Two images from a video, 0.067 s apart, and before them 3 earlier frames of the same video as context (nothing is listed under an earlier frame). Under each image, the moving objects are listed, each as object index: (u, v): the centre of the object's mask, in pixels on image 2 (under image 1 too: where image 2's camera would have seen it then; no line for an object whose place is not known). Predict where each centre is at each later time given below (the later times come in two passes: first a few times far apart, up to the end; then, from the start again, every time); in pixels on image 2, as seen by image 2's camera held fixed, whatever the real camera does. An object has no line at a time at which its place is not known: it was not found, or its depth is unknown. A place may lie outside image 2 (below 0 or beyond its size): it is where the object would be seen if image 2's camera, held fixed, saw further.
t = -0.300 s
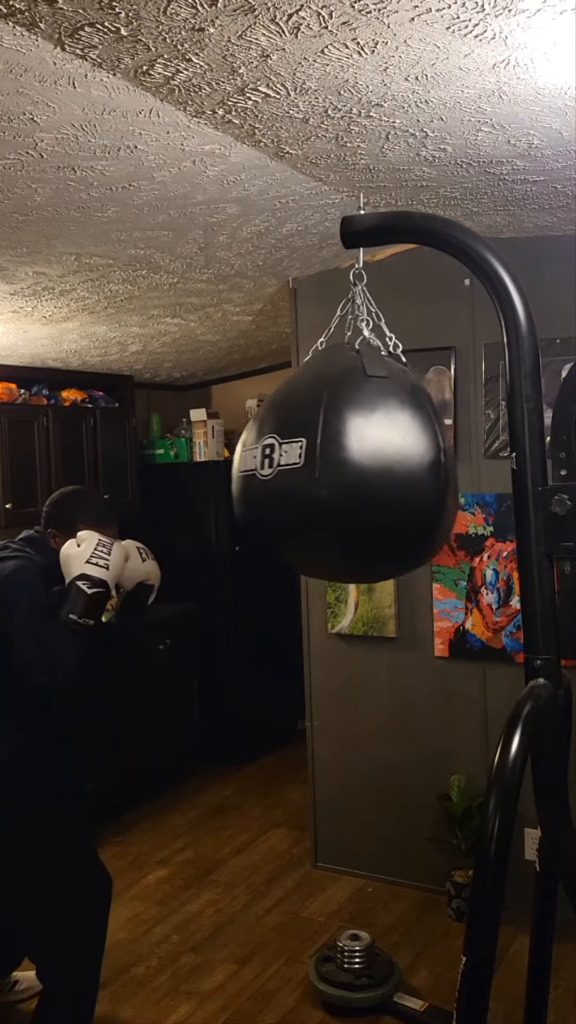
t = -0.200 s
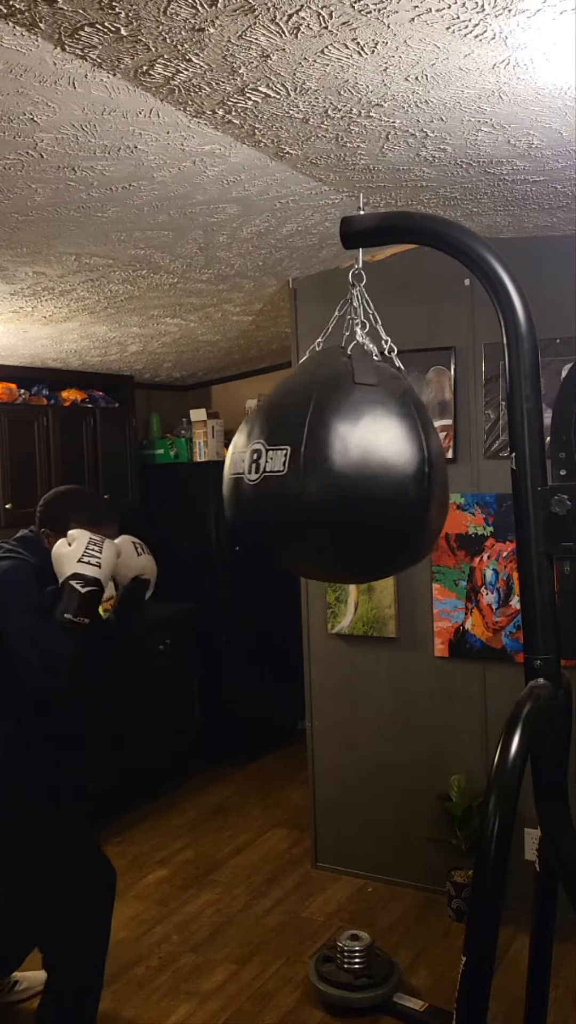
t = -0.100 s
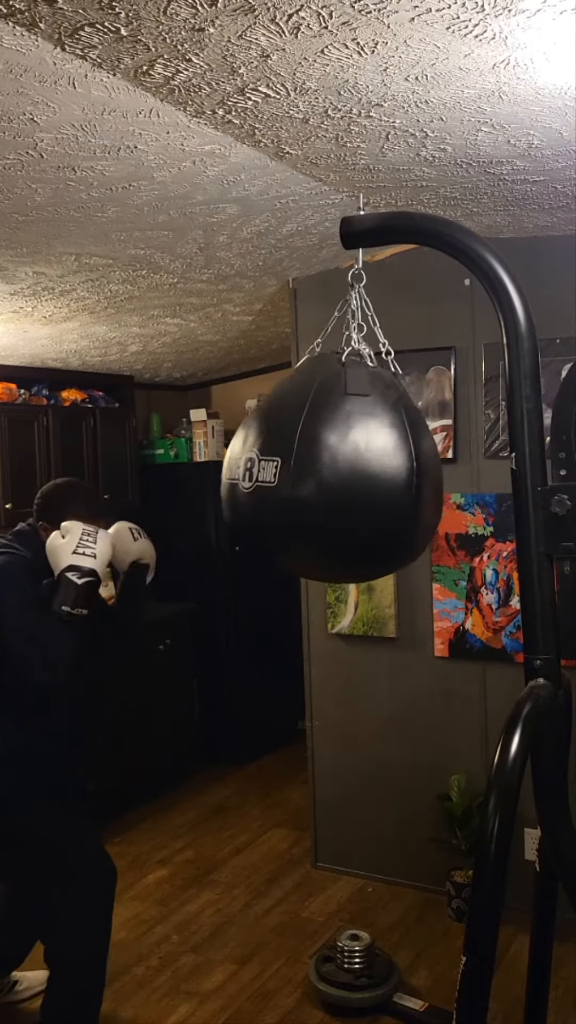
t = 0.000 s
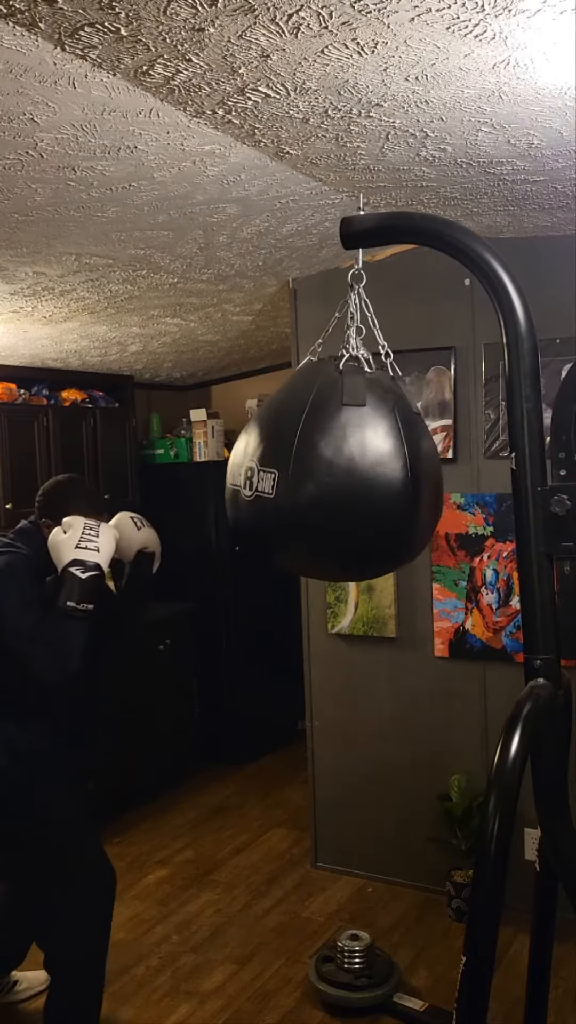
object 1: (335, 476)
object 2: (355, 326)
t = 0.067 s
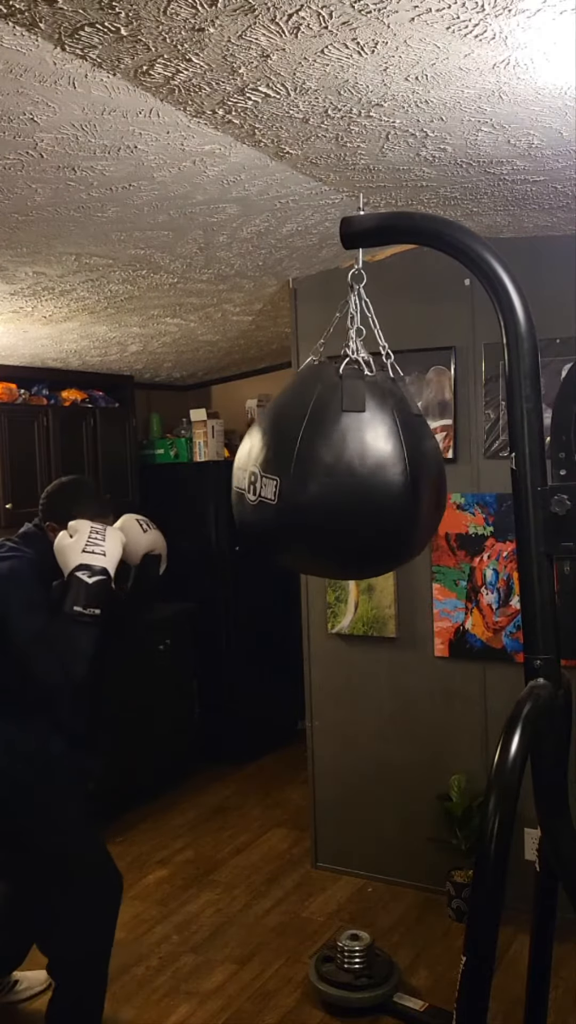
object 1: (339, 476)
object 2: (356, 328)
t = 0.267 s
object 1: (361, 471)
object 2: (362, 330)
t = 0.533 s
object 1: (391, 470)
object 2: (368, 329)
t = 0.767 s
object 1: (394, 473)
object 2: (369, 322)
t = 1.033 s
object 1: (365, 470)
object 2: (361, 315)
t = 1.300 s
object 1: (335, 473)
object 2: (350, 318)
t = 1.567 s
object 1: (342, 477)
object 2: (349, 328)
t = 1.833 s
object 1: (376, 473)
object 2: (358, 332)
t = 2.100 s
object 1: (397, 471)
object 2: (366, 330)
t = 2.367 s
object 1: (381, 474)
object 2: (359, 324)
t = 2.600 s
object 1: (347, 472)
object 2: (350, 319)
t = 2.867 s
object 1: (332, 475)
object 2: (345, 323)
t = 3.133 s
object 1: (356, 477)
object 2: (353, 329)
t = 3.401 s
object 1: (391, 470)
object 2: (364, 330)
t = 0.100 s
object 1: (341, 476)
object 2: (357, 329)
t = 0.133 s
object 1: (345, 475)
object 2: (358, 330)
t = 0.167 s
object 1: (348, 475)
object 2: (359, 330)
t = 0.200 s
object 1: (352, 474)
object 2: (360, 330)
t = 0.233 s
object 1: (357, 473)
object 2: (361, 330)
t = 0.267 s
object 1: (361, 471)
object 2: (362, 330)
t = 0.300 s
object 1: (366, 471)
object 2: (363, 330)
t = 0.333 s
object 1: (370, 470)
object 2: (369, 328)
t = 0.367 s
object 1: (374, 471)
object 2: (365, 330)
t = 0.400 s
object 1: (378, 470)
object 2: (365, 330)
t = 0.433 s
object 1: (381, 470)
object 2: (366, 330)
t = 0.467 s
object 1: (385, 470)
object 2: (367, 330)
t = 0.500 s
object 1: (388, 470)
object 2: (367, 329)
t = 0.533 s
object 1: (391, 470)
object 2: (368, 329)
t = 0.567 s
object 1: (393, 472)
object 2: (369, 328)
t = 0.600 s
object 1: (394, 471)
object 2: (369, 327)
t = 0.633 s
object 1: (395, 471)
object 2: (370, 326)
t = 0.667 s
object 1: (395, 472)
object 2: (370, 325)
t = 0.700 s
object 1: (396, 473)
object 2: (370, 324)
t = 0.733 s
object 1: (395, 473)
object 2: (369, 323)
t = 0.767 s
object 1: (394, 473)
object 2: (369, 322)
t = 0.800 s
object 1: (392, 473)
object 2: (368, 320)
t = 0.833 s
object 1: (390, 473)
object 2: (368, 319)
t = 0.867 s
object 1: (387, 473)
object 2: (367, 318)
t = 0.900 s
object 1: (383, 472)
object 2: (367, 317)
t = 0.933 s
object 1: (379, 472)
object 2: (365, 317)
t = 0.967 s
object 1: (374, 471)
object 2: (364, 316)
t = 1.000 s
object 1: (370, 471)
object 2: (362, 315)
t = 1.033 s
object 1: (365, 470)
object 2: (361, 315)
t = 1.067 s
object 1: (360, 470)
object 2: (359, 315)
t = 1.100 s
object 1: (356, 470)
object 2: (358, 315)
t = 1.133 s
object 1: (351, 471)
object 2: (357, 315)
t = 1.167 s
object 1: (347, 471)
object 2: (355, 316)
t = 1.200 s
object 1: (343, 471)
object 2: (353, 315)
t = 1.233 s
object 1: (340, 472)
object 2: (352, 316)
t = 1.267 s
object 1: (337, 472)
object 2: (351, 317)
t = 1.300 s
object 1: (335, 473)
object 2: (350, 318)
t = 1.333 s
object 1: (334, 473)
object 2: (349, 319)
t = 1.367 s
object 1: (333, 474)
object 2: (348, 320)
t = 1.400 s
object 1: (333, 475)
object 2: (348, 321)
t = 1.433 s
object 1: (333, 476)
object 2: (347, 323)
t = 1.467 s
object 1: (335, 477)
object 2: (348, 324)
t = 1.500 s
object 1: (336, 477)
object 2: (348, 325)
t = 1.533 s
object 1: (339, 478)
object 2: (348, 327)
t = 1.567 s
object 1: (342, 477)
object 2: (349, 328)
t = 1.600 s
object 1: (345, 477)
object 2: (351, 329)
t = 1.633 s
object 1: (350, 476)
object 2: (353, 330)
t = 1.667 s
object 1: (354, 475)
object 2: (354, 331)
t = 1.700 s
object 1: (358, 474)
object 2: (355, 331)
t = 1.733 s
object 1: (363, 475)
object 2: (355, 332)
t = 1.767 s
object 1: (367, 473)
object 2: (357, 332)
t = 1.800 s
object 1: (371, 474)
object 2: (357, 333)
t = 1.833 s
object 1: (376, 473)
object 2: (358, 332)
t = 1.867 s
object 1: (380, 471)
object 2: (359, 331)
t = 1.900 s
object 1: (384, 471)
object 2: (360, 330)
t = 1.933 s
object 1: (388, 471)
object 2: (361, 330)
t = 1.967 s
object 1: (390, 470)
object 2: (363, 330)
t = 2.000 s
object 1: (393, 470)
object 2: (364, 330)
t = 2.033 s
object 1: (395, 470)
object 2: (365, 330)
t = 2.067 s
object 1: (396, 471)
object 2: (365, 329)
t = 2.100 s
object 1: (397, 471)
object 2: (366, 330)
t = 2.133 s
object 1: (397, 472)
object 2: (366, 328)
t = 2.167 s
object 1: (396, 473)
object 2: (366, 328)
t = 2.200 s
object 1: (395, 473)
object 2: (365, 328)
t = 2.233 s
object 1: (393, 474)
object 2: (364, 327)
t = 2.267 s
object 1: (391, 475)
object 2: (362, 326)
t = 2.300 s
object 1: (389, 475)
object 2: (362, 325)
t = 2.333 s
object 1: (385, 475)
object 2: (360, 324)
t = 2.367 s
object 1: (381, 474)
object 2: (359, 324)
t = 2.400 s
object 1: (376, 474)
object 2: (357, 323)
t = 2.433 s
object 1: (371, 474)
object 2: (356, 322)
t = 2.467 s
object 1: (367, 473)
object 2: (355, 321)
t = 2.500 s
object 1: (362, 473)
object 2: (354, 320)
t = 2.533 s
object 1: (356, 473)
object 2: (352, 320)
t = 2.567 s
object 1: (351, 473)
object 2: (351, 319)
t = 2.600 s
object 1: (347, 472)
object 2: (350, 319)
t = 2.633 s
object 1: (344, 472)
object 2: (349, 319)
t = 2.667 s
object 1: (340, 472)
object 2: (348, 319)
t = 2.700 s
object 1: (337, 472)
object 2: (347, 320)
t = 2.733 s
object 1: (335, 472)
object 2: (347, 320)
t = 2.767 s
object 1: (333, 473)
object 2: (346, 321)
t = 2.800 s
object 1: (332, 473)
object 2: (345, 321)
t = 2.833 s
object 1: (332, 474)
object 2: (345, 322)
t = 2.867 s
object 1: (332, 475)
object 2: (345, 323)
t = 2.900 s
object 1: (333, 476)
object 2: (345, 324)
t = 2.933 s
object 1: (335, 476)
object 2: (345, 326)
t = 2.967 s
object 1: (337, 477)
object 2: (346, 326)
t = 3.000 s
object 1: (340, 477)
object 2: (347, 328)
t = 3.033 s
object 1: (343, 478)
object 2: (348, 328)
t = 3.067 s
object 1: (347, 477)
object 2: (349, 329)
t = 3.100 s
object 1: (351, 476)
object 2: (351, 329)
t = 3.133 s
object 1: (356, 477)
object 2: (353, 329)
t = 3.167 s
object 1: (361, 475)
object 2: (355, 330)
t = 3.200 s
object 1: (365, 475)
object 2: (357, 330)
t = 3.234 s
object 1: (370, 474)
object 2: (358, 331)
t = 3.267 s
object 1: (375, 473)
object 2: (359, 331)
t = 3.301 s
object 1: (379, 472)
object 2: (360, 331)
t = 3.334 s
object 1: (383, 472)
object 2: (362, 331)
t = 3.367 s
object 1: (387, 471)
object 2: (363, 331)
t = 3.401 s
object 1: (391, 470)
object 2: (364, 330)
